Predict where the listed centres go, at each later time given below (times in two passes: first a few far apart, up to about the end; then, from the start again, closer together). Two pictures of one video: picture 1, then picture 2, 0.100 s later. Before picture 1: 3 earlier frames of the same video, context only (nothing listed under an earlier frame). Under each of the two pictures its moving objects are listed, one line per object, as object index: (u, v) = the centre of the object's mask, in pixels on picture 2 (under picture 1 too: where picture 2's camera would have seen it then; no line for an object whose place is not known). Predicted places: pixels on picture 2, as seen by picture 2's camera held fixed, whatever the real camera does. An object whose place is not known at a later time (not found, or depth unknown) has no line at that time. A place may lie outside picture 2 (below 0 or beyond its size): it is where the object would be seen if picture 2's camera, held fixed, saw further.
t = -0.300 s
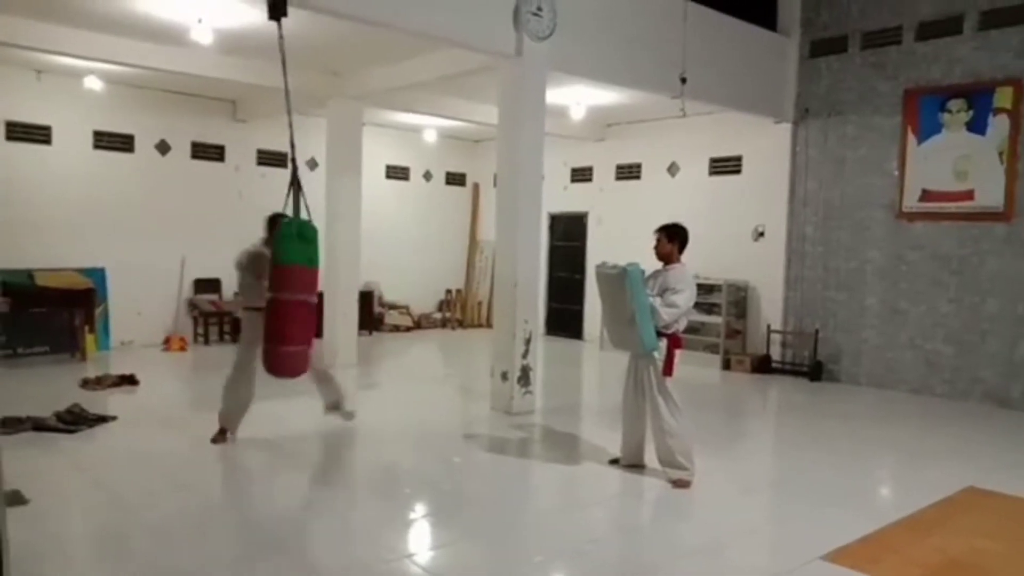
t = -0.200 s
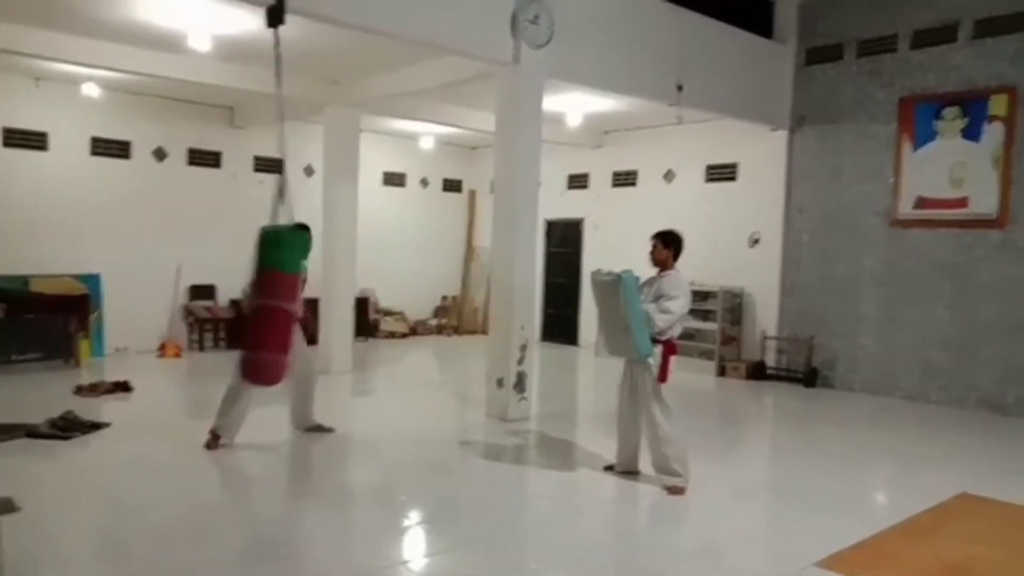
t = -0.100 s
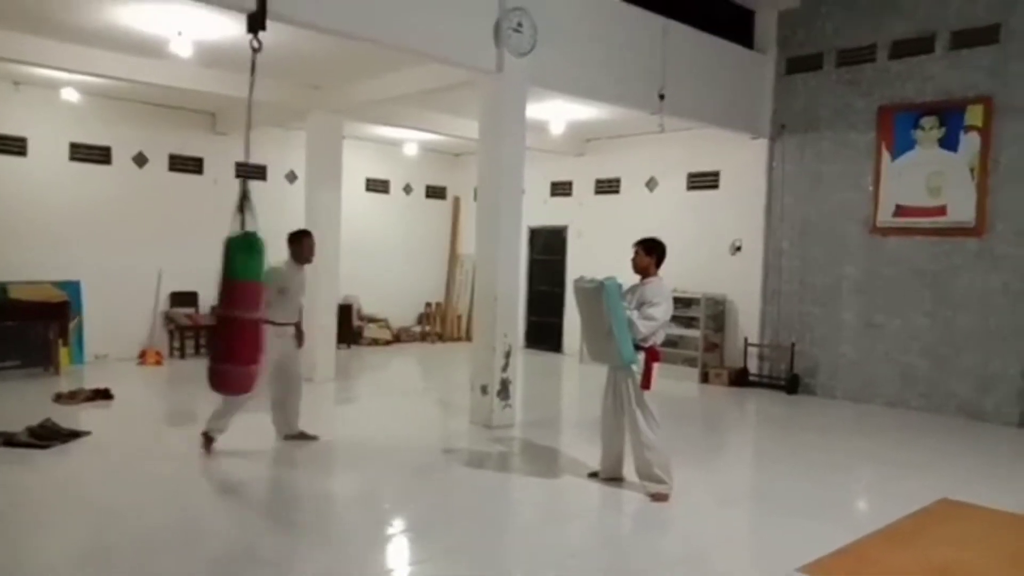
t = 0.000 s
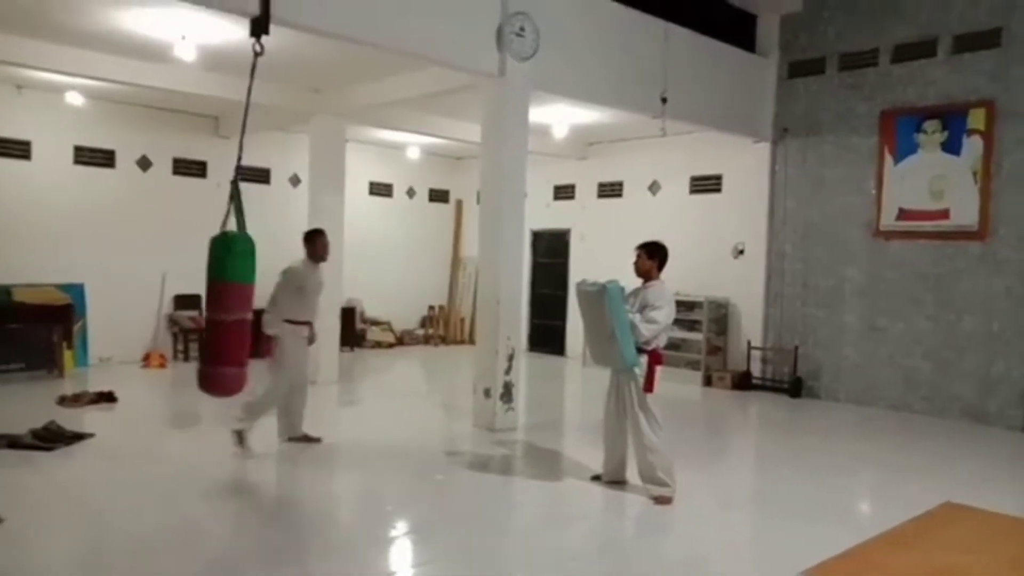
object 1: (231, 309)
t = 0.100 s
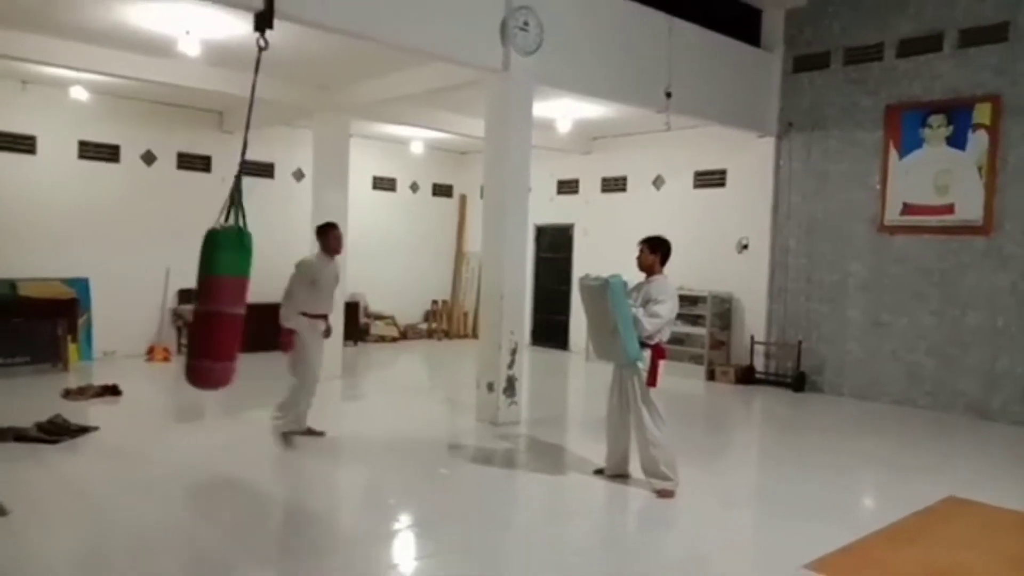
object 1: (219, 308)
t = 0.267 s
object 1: (203, 305)
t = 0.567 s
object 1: (191, 303)
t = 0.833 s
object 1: (205, 305)
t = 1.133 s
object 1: (239, 306)
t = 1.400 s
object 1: (273, 305)
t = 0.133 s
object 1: (216, 308)
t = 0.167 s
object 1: (212, 308)
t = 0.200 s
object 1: (209, 307)
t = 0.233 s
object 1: (206, 305)
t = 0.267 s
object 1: (203, 305)
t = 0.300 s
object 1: (201, 305)
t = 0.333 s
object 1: (198, 305)
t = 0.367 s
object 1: (195, 306)
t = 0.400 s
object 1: (194, 307)
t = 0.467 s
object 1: (192, 306)
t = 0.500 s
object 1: (191, 304)
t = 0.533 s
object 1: (191, 303)
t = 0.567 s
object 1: (191, 303)
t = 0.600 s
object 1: (192, 303)
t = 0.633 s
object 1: (193, 304)
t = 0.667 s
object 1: (195, 304)
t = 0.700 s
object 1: (196, 305)
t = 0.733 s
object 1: (198, 305)
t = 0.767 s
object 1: (200, 304)
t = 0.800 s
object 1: (202, 304)
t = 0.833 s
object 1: (205, 305)
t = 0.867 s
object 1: (207, 305)
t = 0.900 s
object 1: (211, 306)
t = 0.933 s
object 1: (214, 306)
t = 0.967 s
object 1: (218, 308)
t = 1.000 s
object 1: (221, 309)
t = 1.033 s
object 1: (226, 308)
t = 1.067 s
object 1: (230, 307)
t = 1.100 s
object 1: (235, 307)
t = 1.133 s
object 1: (239, 306)
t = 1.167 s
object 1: (243, 306)
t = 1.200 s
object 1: (248, 307)
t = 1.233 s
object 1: (252, 307)
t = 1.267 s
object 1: (256, 308)
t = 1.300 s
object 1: (260, 307)
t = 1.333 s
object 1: (264, 307)
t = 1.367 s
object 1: (269, 305)
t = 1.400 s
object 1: (273, 305)
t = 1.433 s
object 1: (277, 304)
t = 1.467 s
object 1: (281, 304)
